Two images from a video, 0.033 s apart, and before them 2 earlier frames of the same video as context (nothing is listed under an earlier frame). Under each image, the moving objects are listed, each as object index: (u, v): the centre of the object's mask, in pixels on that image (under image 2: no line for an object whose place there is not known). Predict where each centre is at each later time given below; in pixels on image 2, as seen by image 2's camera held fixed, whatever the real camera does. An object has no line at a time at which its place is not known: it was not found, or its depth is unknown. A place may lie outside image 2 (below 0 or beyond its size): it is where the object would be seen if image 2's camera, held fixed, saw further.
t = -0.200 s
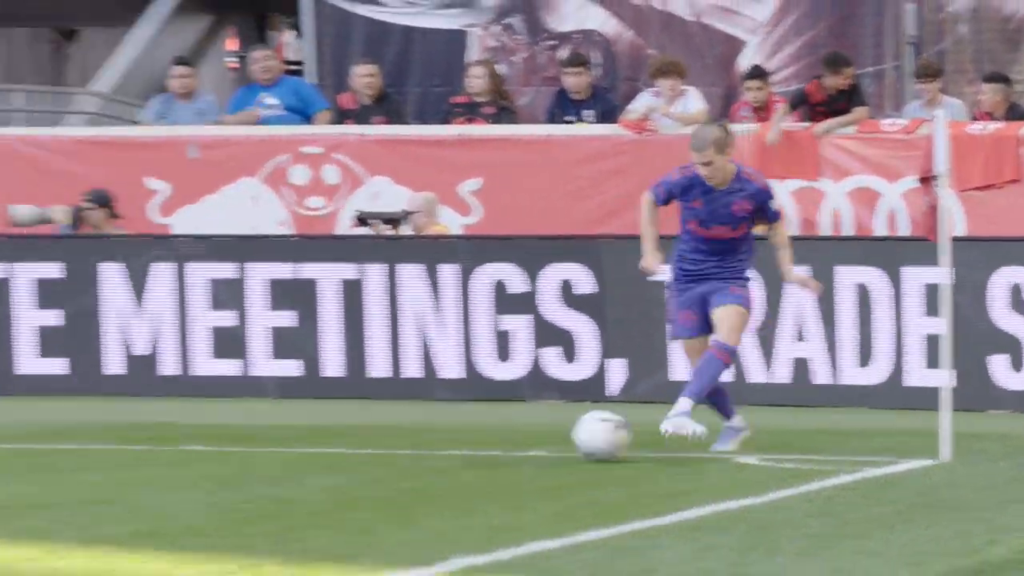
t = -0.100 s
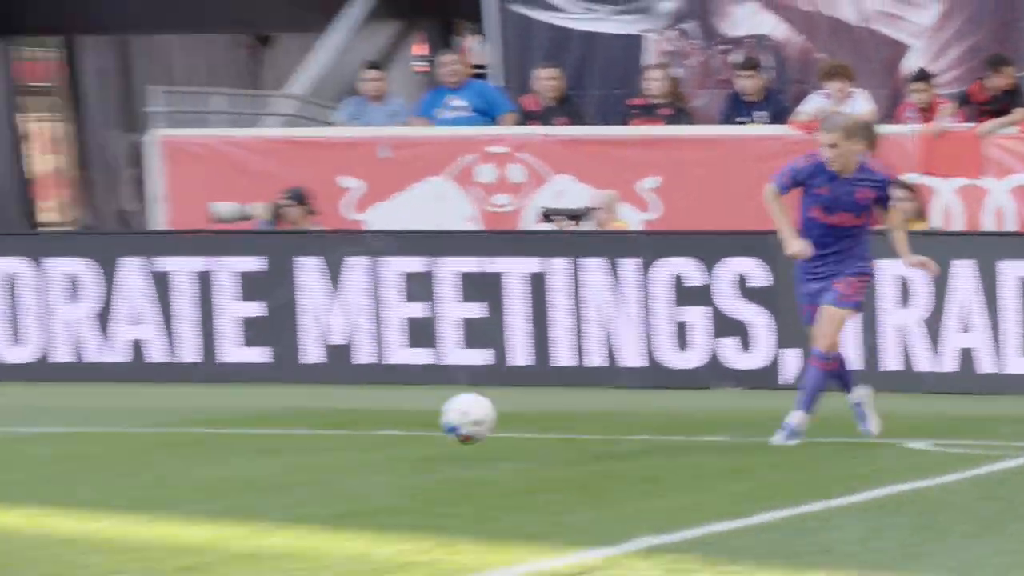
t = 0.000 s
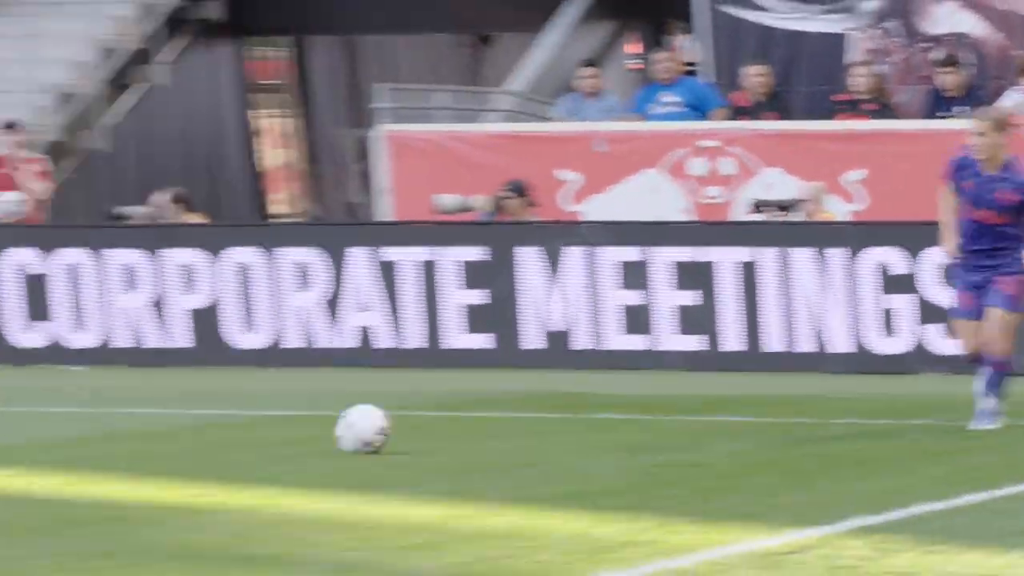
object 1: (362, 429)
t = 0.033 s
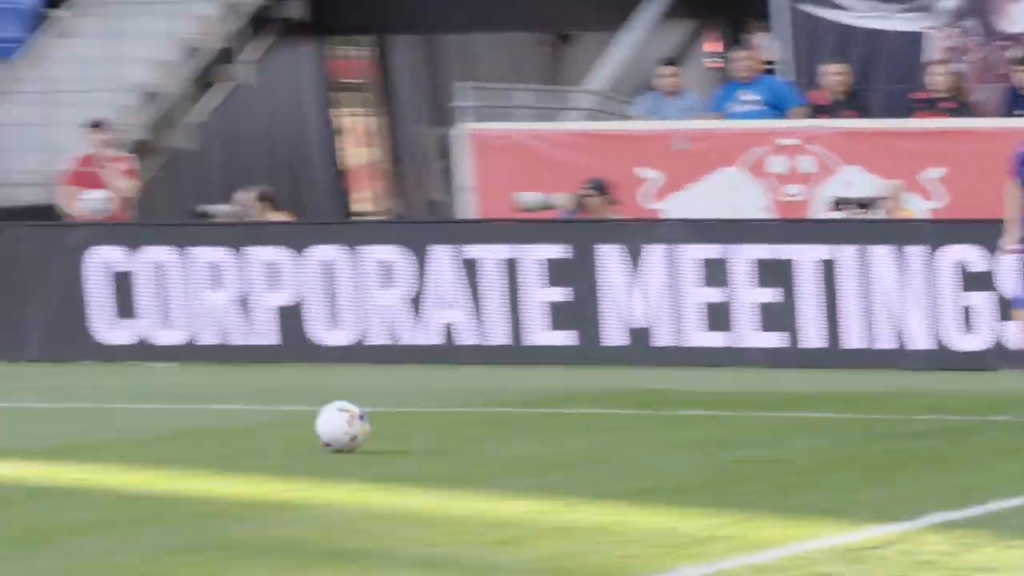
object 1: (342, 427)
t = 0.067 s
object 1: (235, 422)
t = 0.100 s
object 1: (125, 422)
